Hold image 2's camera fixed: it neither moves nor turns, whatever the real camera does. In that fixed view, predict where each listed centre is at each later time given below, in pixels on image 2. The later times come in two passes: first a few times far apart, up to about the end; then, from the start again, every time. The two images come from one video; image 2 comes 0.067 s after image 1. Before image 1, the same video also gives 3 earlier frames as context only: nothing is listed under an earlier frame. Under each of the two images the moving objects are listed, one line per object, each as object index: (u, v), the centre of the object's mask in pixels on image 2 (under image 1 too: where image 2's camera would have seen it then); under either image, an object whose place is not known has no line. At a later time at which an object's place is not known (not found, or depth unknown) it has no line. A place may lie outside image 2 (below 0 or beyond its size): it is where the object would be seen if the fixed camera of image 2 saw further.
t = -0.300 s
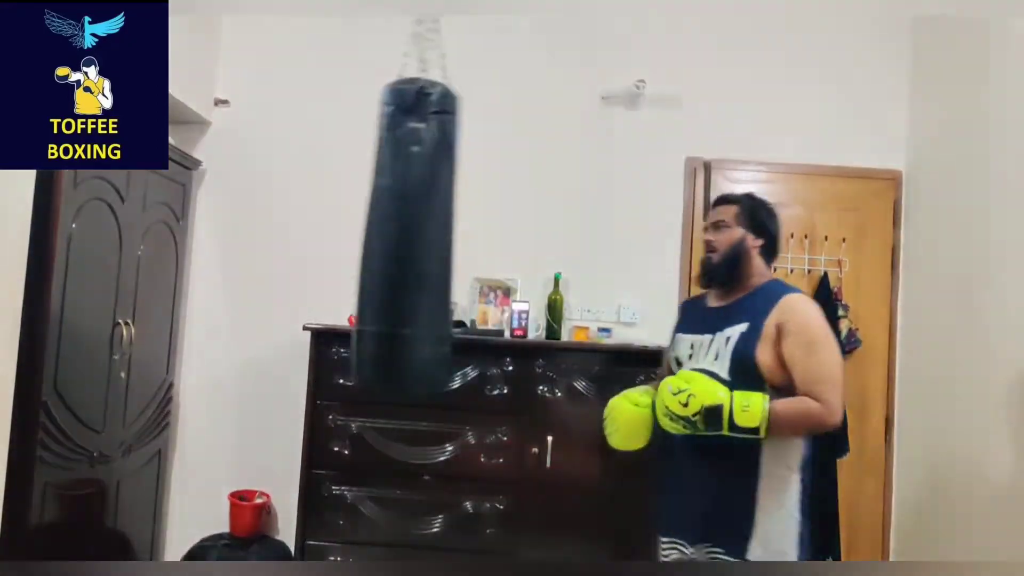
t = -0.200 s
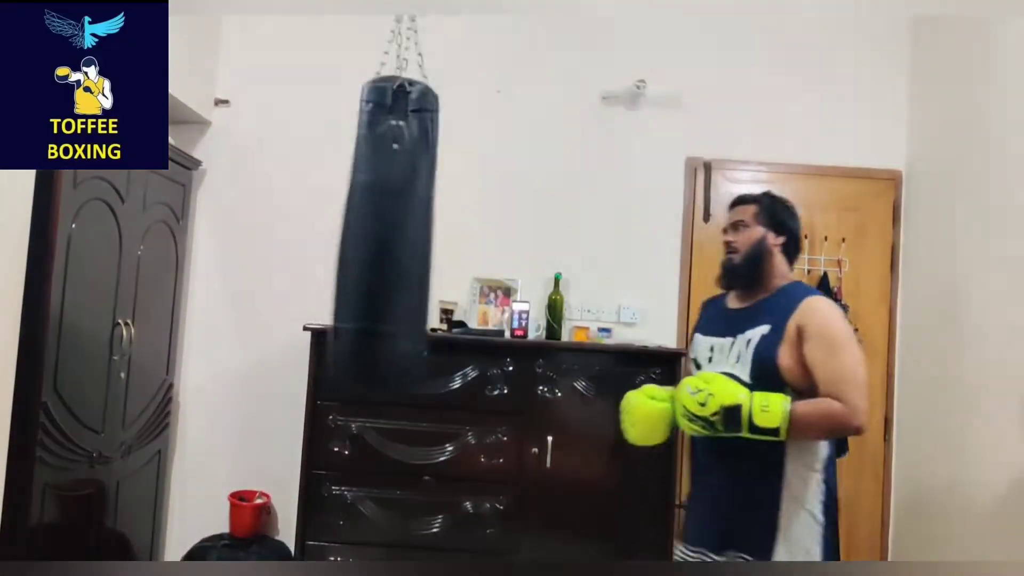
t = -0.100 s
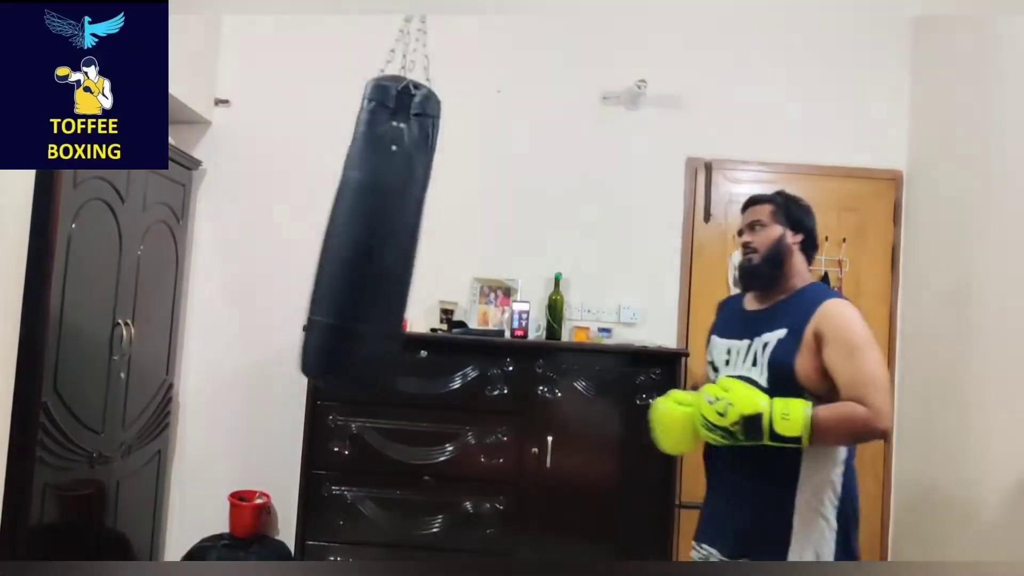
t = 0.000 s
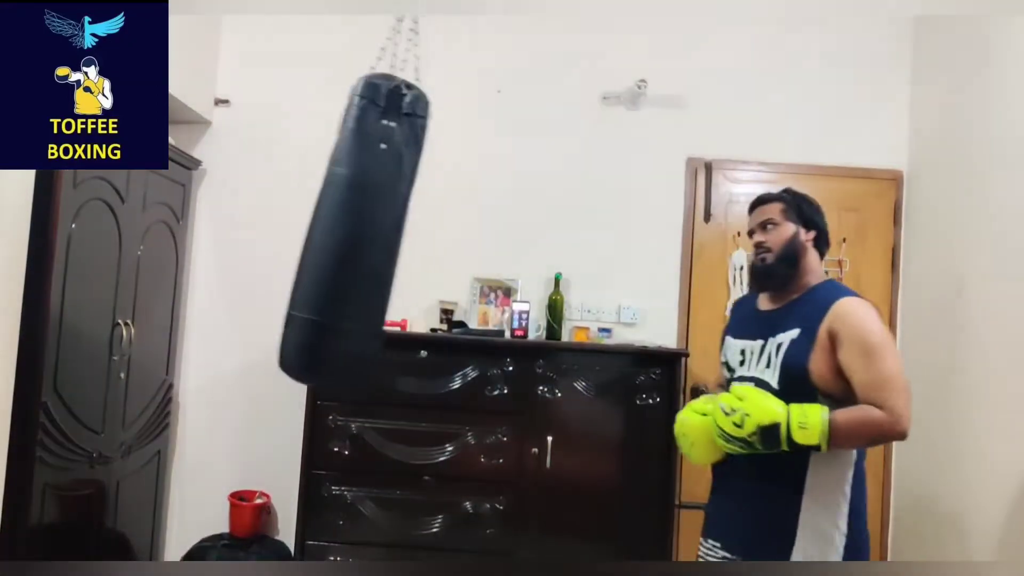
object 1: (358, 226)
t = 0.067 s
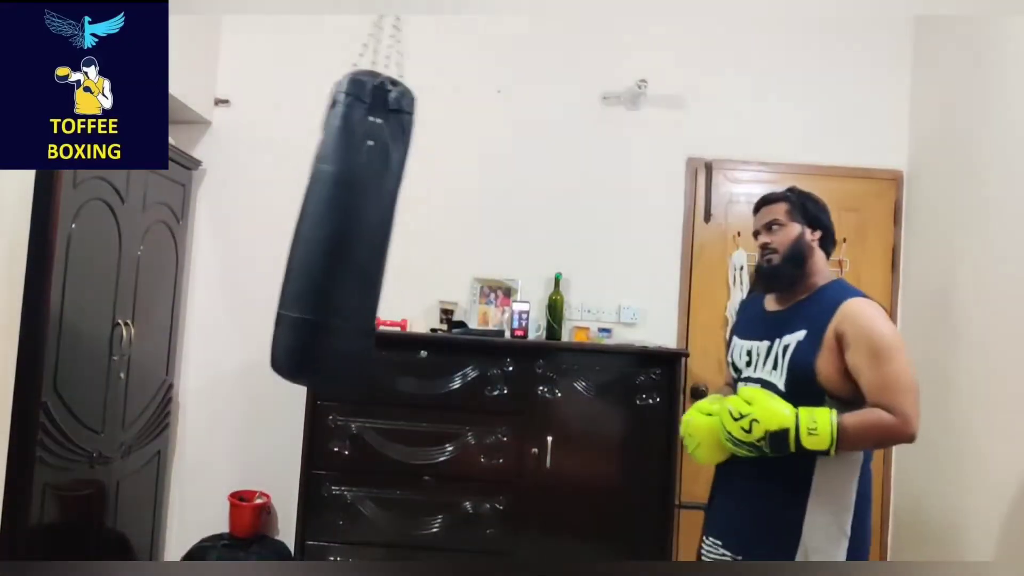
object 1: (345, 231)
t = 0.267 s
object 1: (333, 222)
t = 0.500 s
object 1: (335, 221)
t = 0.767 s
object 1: (374, 224)
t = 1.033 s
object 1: (433, 233)
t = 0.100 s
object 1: (341, 223)
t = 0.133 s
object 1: (337, 223)
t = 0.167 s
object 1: (335, 221)
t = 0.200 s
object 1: (334, 221)
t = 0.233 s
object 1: (333, 222)
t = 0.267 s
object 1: (333, 222)
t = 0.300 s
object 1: (332, 222)
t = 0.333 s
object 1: (330, 223)
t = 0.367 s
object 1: (329, 222)
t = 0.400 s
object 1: (329, 221)
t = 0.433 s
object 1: (330, 221)
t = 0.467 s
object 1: (332, 221)
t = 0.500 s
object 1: (335, 221)
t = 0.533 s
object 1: (340, 222)
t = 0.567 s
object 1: (344, 224)
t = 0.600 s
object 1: (349, 224)
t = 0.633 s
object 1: (353, 223)
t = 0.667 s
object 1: (357, 223)
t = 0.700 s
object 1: (362, 223)
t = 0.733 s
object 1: (368, 224)
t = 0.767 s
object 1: (374, 224)
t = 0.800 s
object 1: (382, 224)
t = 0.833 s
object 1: (389, 225)
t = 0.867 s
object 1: (398, 223)
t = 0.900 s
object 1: (405, 227)
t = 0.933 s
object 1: (413, 228)
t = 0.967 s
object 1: (420, 228)
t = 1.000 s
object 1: (426, 230)
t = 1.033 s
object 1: (433, 233)
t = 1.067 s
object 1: (441, 231)
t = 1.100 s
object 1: (449, 233)
